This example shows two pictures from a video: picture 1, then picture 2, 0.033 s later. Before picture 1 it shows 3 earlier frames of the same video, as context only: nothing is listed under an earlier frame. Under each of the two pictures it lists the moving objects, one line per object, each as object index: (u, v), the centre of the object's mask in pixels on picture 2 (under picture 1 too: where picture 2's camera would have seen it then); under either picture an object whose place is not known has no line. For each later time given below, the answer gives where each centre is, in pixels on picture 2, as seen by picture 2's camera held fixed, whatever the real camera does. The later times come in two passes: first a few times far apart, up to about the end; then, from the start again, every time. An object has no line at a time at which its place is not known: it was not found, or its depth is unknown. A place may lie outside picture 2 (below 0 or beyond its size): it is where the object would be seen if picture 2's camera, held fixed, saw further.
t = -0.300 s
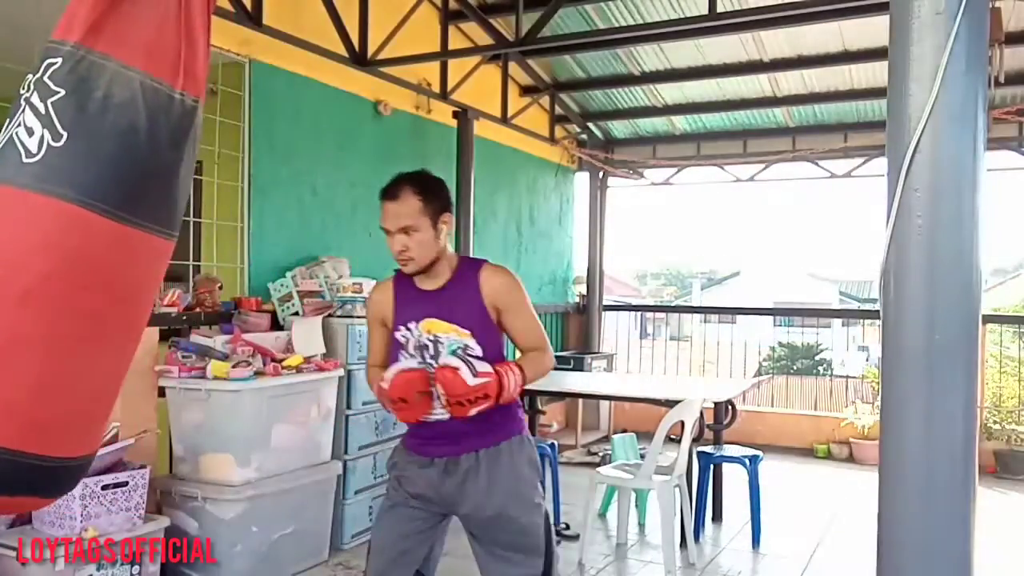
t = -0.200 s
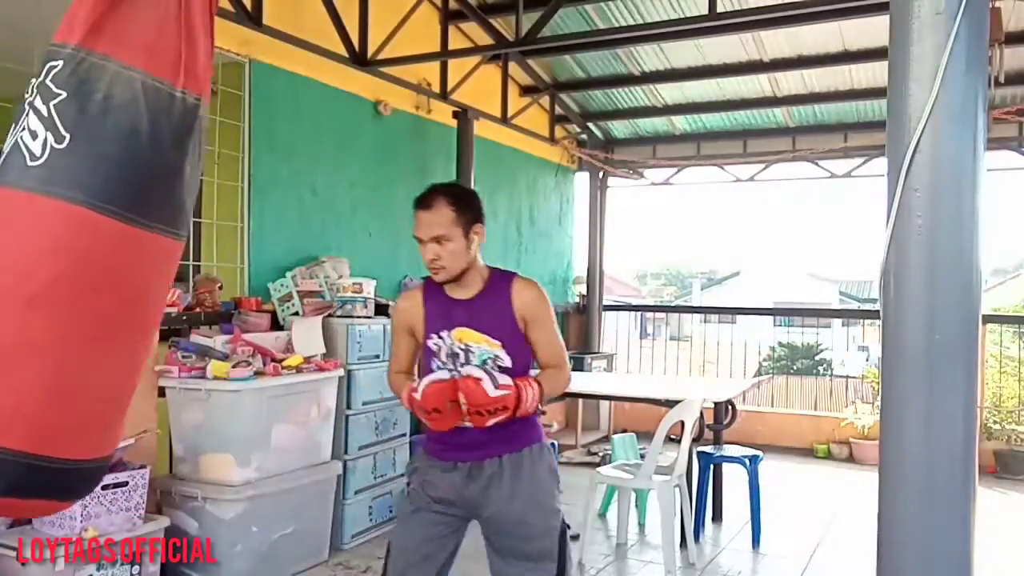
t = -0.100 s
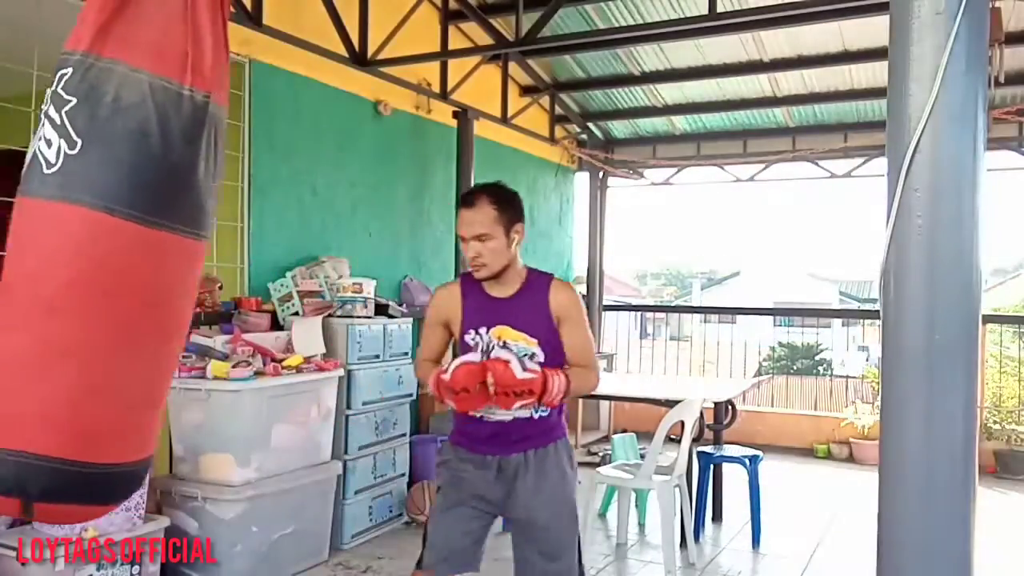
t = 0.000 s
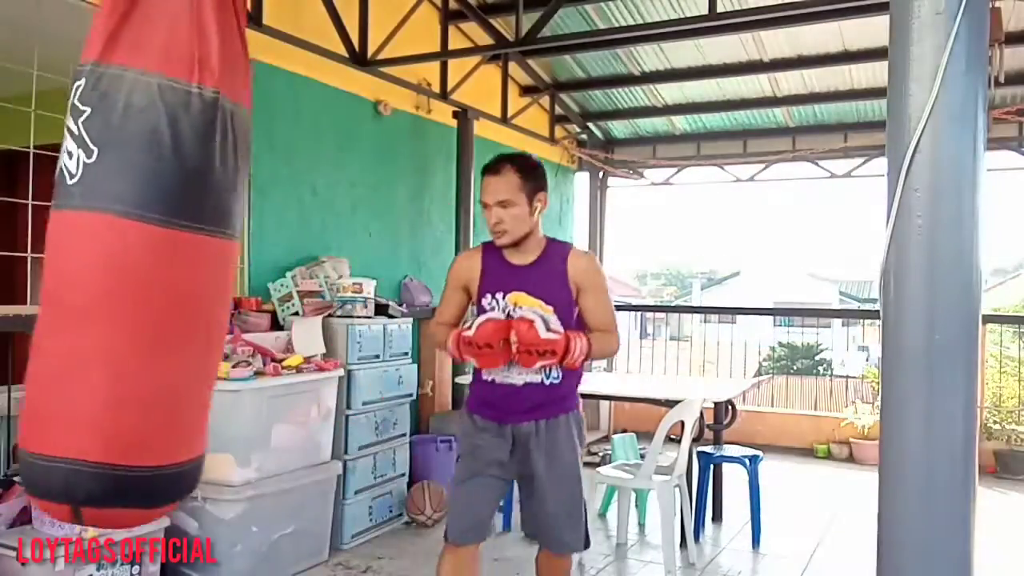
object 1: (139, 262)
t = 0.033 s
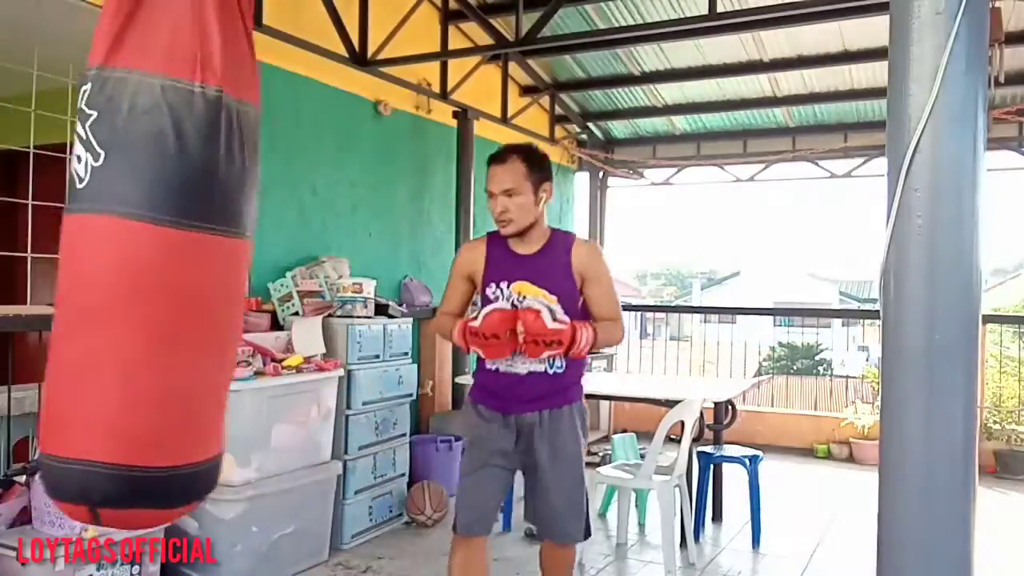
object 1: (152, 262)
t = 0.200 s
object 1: (223, 258)
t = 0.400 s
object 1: (295, 253)
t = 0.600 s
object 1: (332, 253)
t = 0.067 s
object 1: (167, 261)
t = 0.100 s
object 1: (181, 261)
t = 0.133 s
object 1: (194, 259)
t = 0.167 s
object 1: (209, 259)
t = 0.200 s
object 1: (223, 258)
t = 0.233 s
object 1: (237, 257)
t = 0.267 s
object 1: (250, 255)
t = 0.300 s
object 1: (262, 254)
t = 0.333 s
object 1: (274, 254)
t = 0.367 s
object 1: (285, 253)
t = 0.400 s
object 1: (295, 253)
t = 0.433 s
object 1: (304, 253)
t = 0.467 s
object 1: (313, 254)
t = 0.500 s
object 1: (320, 254)
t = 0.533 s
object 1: (325, 255)
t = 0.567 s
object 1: (330, 255)
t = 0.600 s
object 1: (332, 253)
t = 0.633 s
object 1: (333, 252)
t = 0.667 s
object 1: (334, 250)
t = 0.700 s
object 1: (333, 249)
